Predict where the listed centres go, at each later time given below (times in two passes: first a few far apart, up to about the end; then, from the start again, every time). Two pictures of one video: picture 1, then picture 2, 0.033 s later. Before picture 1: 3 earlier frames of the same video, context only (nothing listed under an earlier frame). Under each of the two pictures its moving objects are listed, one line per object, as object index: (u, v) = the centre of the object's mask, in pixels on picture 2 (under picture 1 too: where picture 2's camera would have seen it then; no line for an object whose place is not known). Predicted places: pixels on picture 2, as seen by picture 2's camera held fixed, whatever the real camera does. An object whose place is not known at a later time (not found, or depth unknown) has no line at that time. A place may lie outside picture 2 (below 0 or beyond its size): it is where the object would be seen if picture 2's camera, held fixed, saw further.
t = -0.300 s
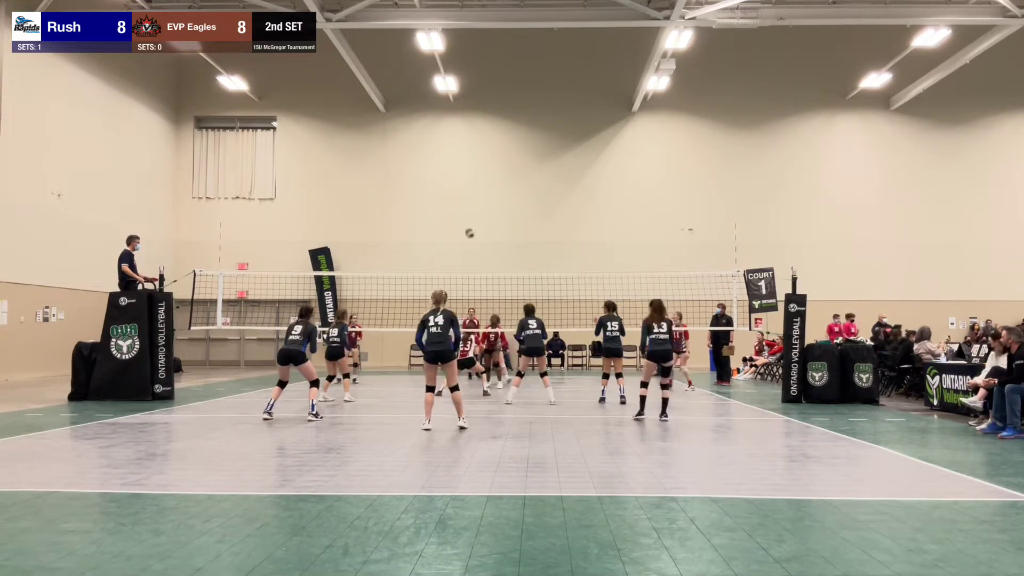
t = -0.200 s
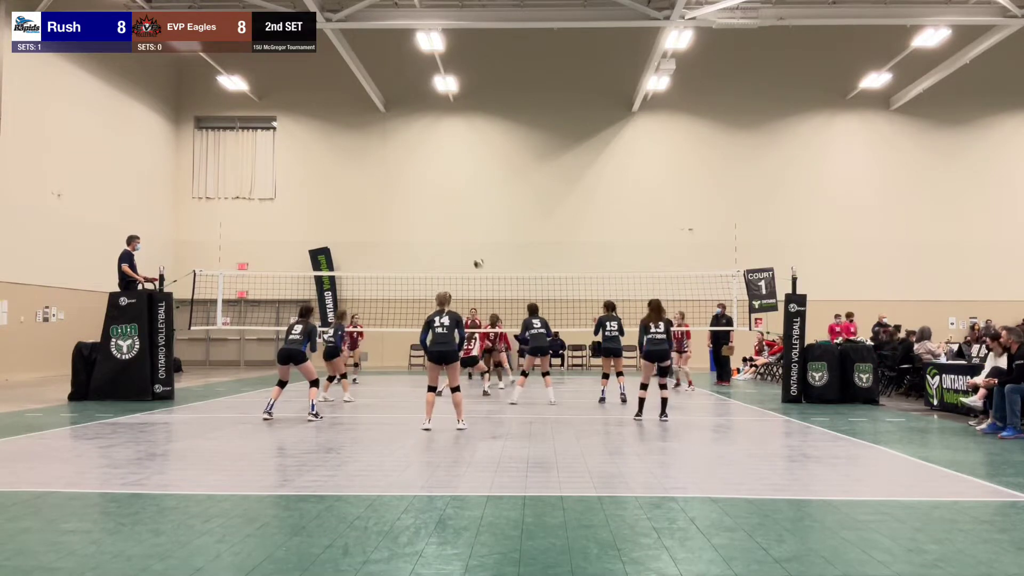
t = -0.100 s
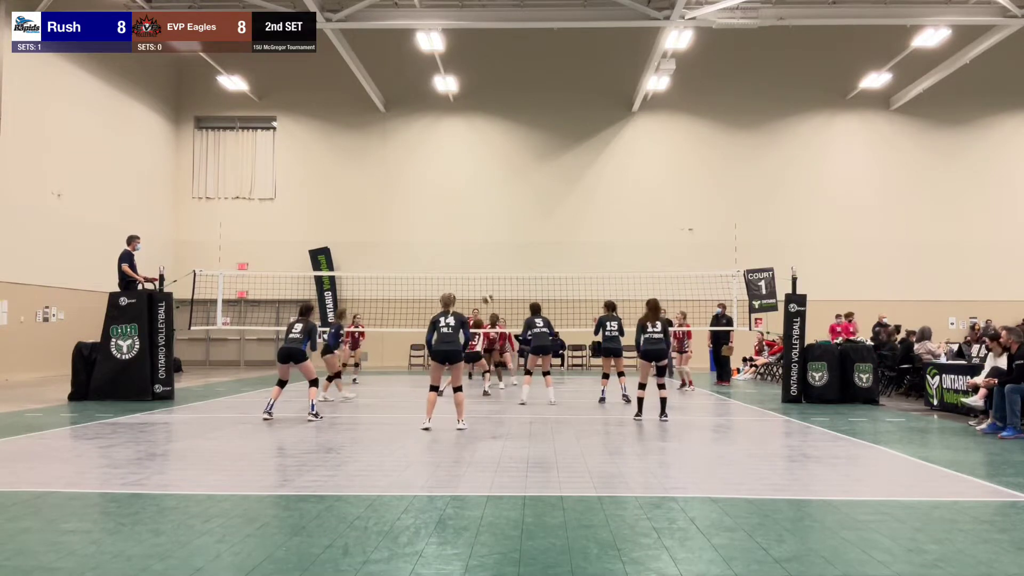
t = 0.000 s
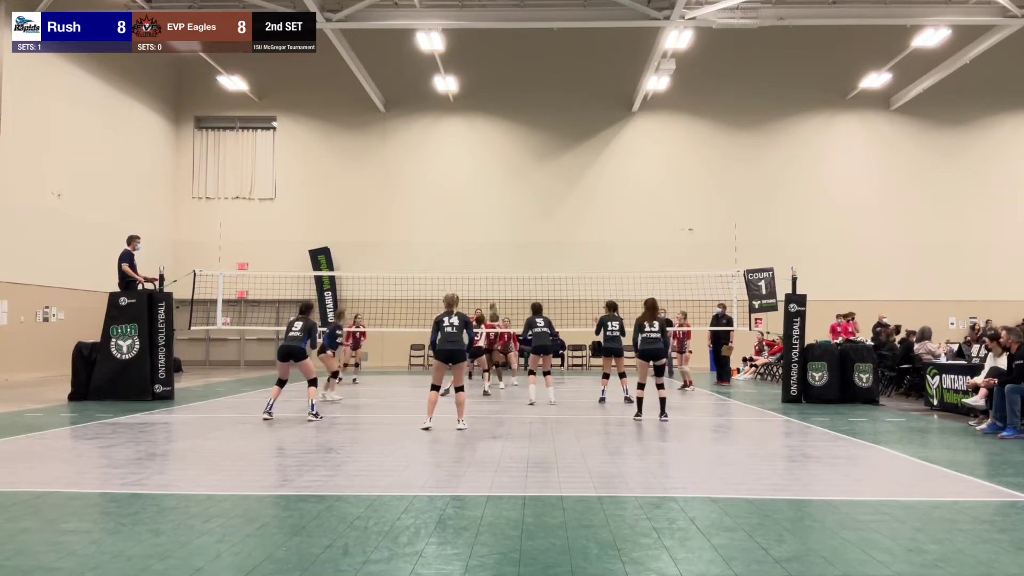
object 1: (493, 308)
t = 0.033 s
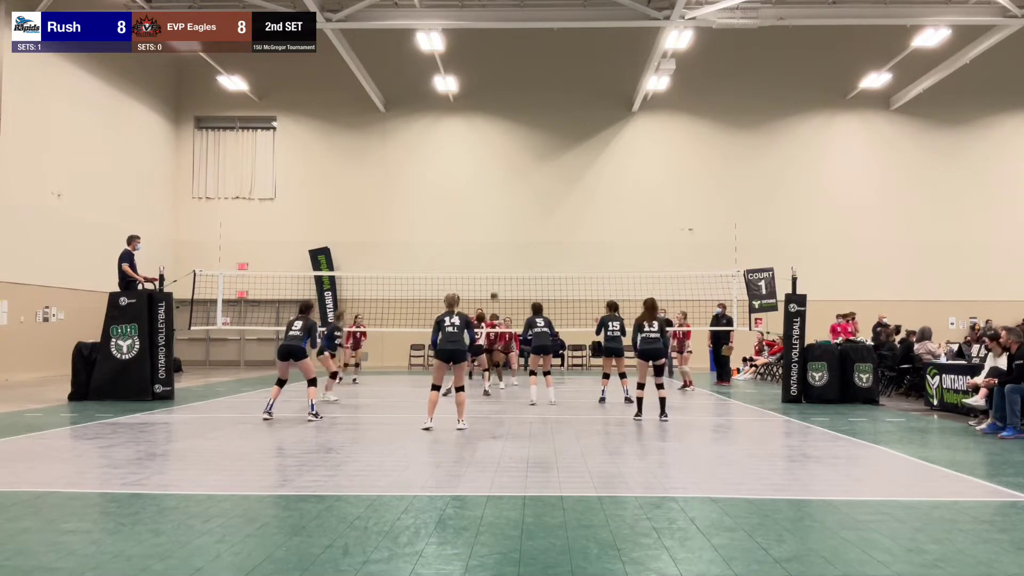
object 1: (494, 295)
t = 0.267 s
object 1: (500, 229)
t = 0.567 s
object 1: (506, 185)
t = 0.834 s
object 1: (511, 185)
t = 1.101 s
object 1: (517, 223)
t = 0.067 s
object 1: (495, 285)
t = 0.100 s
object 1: (496, 276)
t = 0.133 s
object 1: (497, 262)
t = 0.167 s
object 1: (497, 253)
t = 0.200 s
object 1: (498, 244)
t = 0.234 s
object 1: (499, 236)
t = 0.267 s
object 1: (500, 229)
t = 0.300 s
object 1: (501, 222)
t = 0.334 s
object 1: (502, 215)
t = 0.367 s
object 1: (502, 209)
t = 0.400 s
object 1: (503, 204)
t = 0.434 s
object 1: (504, 199)
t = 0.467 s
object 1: (504, 195)
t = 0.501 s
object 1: (505, 191)
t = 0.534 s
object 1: (505, 188)
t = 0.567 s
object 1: (506, 185)
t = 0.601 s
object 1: (507, 184)
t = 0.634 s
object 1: (507, 183)
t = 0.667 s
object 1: (508, 181)
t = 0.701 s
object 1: (508, 181)
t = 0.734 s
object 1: (509, 181)
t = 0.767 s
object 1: (510, 182)
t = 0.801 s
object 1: (511, 184)
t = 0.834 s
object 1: (511, 185)
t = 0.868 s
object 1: (512, 188)
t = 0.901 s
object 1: (513, 192)
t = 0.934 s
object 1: (513, 195)
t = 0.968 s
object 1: (514, 199)
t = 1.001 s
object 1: (515, 204)
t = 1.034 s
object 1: (515, 209)
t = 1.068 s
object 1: (516, 216)
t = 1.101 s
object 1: (517, 223)
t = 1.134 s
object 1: (516, 228)
